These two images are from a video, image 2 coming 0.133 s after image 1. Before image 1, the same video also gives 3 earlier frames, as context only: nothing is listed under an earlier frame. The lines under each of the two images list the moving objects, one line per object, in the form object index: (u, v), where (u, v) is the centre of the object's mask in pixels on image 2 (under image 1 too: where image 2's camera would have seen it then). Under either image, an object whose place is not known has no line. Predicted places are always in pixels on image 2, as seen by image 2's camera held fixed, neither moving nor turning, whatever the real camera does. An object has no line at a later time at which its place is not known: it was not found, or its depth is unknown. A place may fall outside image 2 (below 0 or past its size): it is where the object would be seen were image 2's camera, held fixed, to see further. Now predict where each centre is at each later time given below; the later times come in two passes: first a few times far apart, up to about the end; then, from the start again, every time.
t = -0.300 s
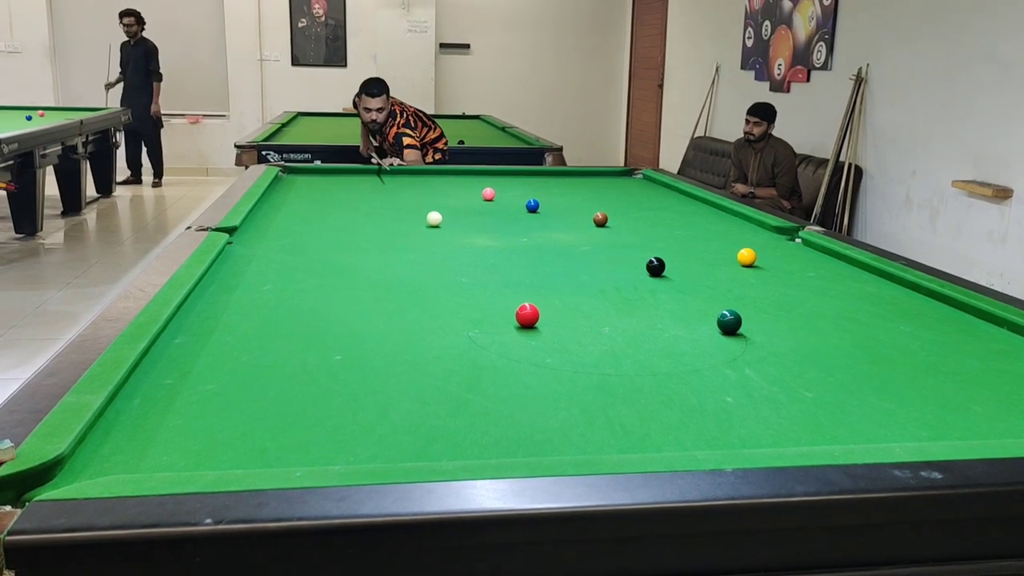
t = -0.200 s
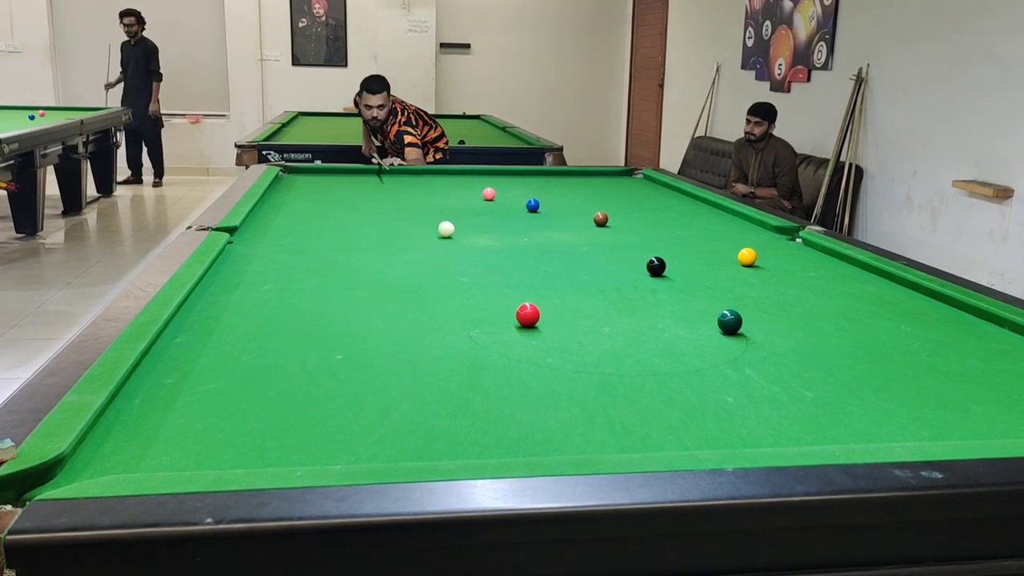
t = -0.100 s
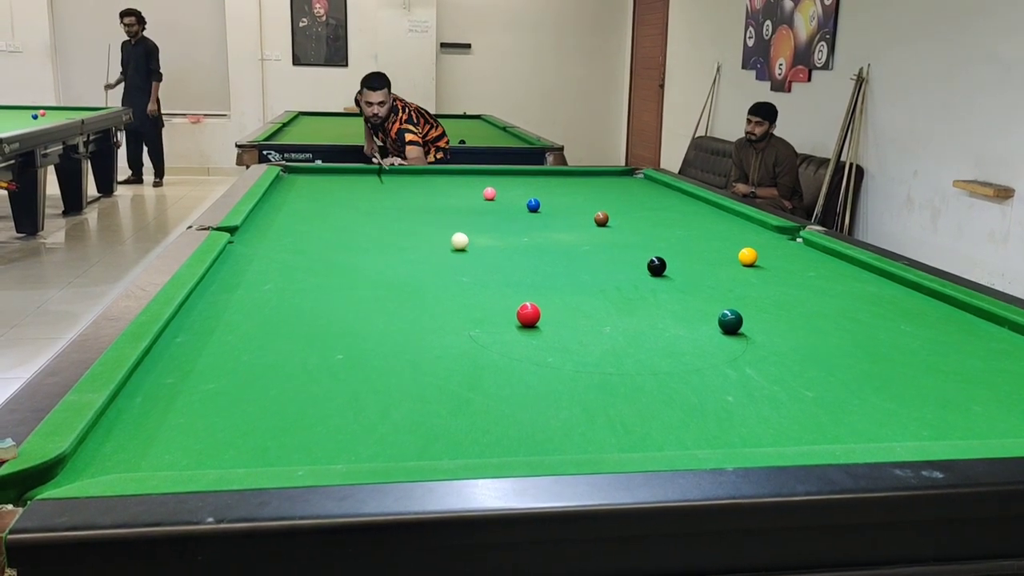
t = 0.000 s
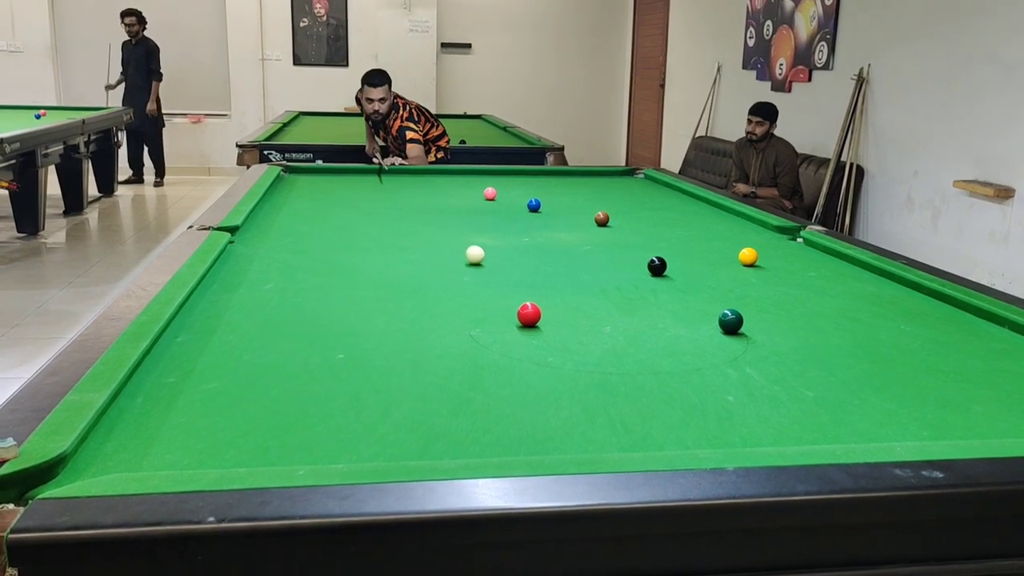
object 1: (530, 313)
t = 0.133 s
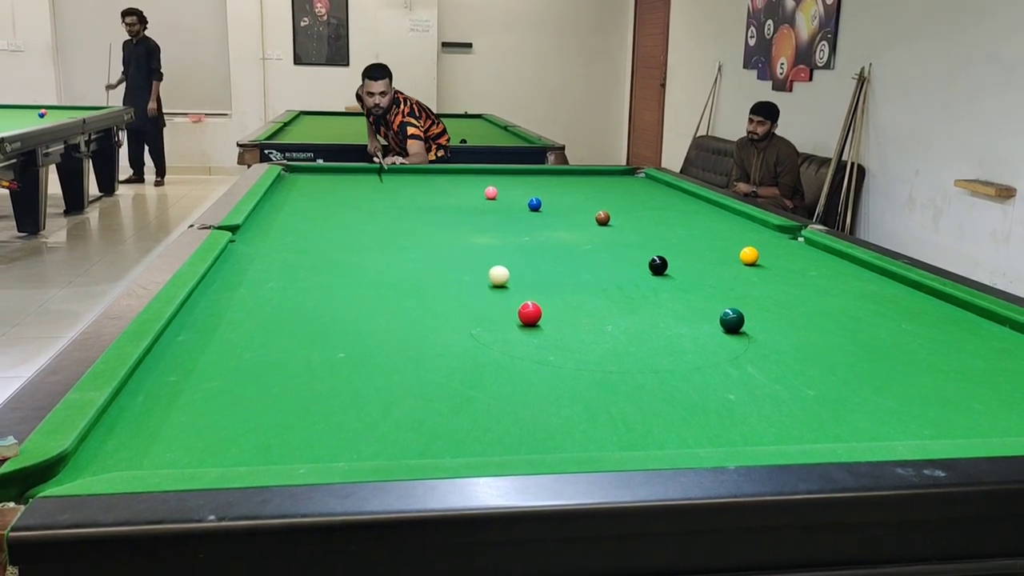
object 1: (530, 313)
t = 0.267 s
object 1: (530, 313)
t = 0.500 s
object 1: (514, 361)
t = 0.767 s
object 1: (490, 431)
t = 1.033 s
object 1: (448, 419)
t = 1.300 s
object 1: (412, 378)
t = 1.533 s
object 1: (389, 349)
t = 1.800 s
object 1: (367, 324)
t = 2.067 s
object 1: (350, 304)
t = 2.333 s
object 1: (336, 287)
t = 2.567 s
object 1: (327, 274)
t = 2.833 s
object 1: (316, 263)
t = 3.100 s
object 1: (308, 253)
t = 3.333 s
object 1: (301, 246)
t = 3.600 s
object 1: (295, 238)
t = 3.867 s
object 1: (289, 232)
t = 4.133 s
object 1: (284, 227)
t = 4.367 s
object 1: (280, 222)
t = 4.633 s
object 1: (277, 218)
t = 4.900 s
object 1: (274, 214)
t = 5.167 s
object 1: (270, 212)
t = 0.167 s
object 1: (530, 313)
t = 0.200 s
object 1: (530, 313)
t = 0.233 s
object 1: (530, 313)
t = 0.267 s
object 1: (530, 313)
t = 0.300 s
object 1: (529, 316)
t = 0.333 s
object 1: (526, 324)
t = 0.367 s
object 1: (524, 331)
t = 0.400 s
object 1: (521, 339)
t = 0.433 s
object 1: (518, 347)
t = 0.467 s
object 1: (516, 354)
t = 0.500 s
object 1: (514, 361)
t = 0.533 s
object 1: (511, 369)
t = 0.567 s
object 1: (508, 377)
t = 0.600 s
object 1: (506, 385)
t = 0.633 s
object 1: (503, 393)
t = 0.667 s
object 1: (500, 402)
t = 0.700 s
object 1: (497, 411)
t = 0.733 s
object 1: (493, 421)
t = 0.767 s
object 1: (490, 431)
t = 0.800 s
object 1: (486, 441)
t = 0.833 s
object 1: (482, 447)
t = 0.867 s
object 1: (476, 448)
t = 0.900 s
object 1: (470, 443)
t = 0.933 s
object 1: (464, 438)
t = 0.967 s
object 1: (458, 431)
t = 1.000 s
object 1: (453, 425)
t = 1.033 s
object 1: (448, 419)
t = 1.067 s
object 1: (443, 413)
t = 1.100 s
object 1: (438, 407)
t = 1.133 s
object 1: (433, 402)
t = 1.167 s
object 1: (429, 397)
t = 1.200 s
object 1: (425, 392)
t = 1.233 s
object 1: (421, 386)
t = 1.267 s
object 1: (417, 382)
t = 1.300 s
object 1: (412, 378)
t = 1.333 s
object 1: (409, 373)
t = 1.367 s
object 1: (405, 369)
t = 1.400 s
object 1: (401, 365)
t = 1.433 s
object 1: (398, 361)
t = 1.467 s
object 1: (395, 357)
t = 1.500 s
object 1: (392, 353)
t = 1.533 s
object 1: (389, 349)
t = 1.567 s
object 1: (386, 346)
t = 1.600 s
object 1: (383, 343)
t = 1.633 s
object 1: (380, 339)
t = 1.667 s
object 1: (377, 336)
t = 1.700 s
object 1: (375, 333)
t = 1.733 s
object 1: (372, 330)
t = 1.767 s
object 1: (370, 327)
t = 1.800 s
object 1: (367, 324)
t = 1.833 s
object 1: (365, 321)
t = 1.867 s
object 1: (363, 318)
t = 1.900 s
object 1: (361, 316)
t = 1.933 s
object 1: (358, 313)
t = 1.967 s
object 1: (356, 311)
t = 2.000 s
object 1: (354, 308)
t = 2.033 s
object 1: (352, 306)
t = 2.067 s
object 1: (350, 304)
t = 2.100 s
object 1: (348, 301)
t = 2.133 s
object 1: (347, 299)
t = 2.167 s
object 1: (345, 297)
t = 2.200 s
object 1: (343, 295)
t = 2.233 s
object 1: (342, 293)
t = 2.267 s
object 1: (340, 291)
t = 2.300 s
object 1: (338, 289)
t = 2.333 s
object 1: (336, 287)
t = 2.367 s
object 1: (335, 285)
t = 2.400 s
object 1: (334, 283)
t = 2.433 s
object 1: (332, 281)
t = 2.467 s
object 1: (331, 280)
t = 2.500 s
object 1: (329, 278)
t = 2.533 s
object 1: (328, 277)
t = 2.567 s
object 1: (327, 274)
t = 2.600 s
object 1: (325, 273)
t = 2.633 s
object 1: (324, 271)
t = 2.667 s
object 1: (323, 270)
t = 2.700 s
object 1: (321, 268)
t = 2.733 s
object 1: (320, 267)
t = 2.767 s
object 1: (319, 266)
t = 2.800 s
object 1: (318, 264)
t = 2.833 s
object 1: (316, 263)
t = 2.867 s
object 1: (315, 262)
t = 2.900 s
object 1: (314, 260)
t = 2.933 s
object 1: (313, 259)
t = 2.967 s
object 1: (312, 258)
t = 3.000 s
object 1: (311, 256)
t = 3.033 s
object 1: (310, 255)
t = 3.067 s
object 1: (309, 254)
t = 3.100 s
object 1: (308, 253)
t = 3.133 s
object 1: (307, 252)
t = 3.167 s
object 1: (306, 251)
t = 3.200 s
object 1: (305, 250)
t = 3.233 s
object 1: (304, 249)
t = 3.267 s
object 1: (303, 248)
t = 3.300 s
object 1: (302, 246)
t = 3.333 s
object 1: (301, 246)
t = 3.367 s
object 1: (301, 245)
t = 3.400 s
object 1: (300, 244)
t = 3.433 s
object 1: (299, 243)
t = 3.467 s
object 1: (298, 242)
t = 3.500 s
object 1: (297, 241)
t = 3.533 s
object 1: (296, 240)
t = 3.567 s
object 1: (296, 239)
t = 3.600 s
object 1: (295, 238)
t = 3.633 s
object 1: (294, 237)
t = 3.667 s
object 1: (293, 237)
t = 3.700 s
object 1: (293, 236)
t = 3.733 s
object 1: (292, 235)
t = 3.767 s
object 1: (291, 234)
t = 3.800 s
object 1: (290, 233)
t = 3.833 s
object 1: (290, 233)
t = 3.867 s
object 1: (289, 232)
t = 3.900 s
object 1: (289, 231)
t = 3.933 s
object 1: (288, 230)
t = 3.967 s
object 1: (287, 230)
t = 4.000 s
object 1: (287, 229)
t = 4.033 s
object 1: (286, 228)
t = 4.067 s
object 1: (285, 228)
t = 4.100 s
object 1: (285, 227)
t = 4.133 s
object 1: (284, 227)
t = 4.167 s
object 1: (284, 226)
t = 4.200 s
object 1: (283, 225)
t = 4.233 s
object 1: (283, 225)
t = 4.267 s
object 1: (282, 224)
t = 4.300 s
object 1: (282, 223)
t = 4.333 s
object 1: (281, 223)
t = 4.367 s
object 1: (280, 222)
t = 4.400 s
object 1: (280, 222)
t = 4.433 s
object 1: (279, 221)
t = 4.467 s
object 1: (279, 221)
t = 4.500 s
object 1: (279, 220)
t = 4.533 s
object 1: (278, 220)
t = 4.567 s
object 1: (277, 219)
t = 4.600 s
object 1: (277, 219)
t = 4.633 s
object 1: (277, 218)
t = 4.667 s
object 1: (276, 218)
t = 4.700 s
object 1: (276, 217)
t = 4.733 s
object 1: (275, 217)
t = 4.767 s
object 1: (275, 216)
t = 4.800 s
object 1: (275, 216)
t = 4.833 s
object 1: (274, 215)
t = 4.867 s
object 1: (274, 215)
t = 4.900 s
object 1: (274, 214)
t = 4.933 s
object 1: (273, 214)
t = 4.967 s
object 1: (273, 214)
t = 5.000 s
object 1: (272, 214)
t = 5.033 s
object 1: (272, 213)
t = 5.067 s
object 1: (272, 213)
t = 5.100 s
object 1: (271, 213)
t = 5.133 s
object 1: (271, 212)
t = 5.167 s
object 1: (270, 212)
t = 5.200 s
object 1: (270, 212)
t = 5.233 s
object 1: (269, 211)
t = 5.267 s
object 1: (269, 211)
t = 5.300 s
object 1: (268, 211)
